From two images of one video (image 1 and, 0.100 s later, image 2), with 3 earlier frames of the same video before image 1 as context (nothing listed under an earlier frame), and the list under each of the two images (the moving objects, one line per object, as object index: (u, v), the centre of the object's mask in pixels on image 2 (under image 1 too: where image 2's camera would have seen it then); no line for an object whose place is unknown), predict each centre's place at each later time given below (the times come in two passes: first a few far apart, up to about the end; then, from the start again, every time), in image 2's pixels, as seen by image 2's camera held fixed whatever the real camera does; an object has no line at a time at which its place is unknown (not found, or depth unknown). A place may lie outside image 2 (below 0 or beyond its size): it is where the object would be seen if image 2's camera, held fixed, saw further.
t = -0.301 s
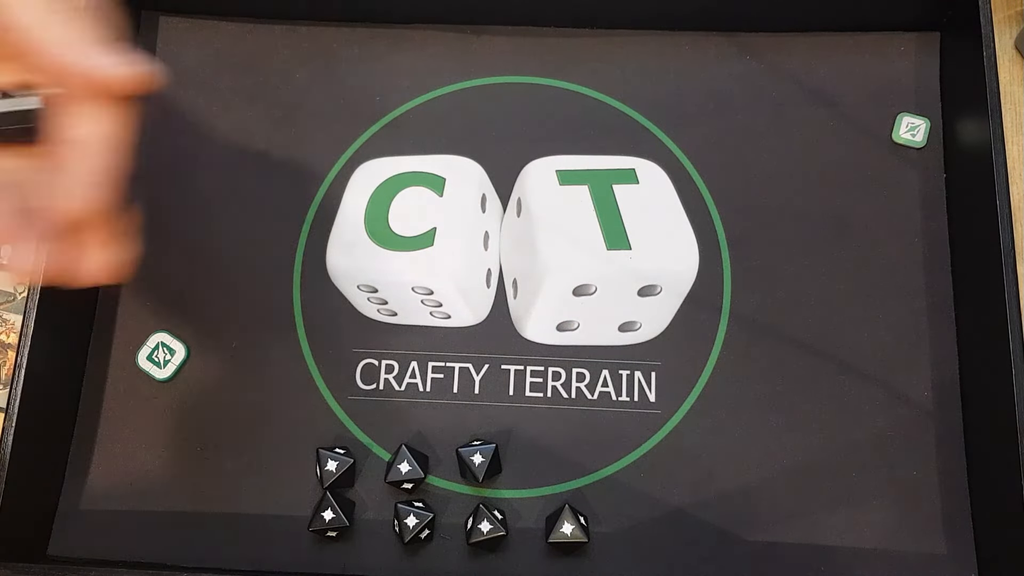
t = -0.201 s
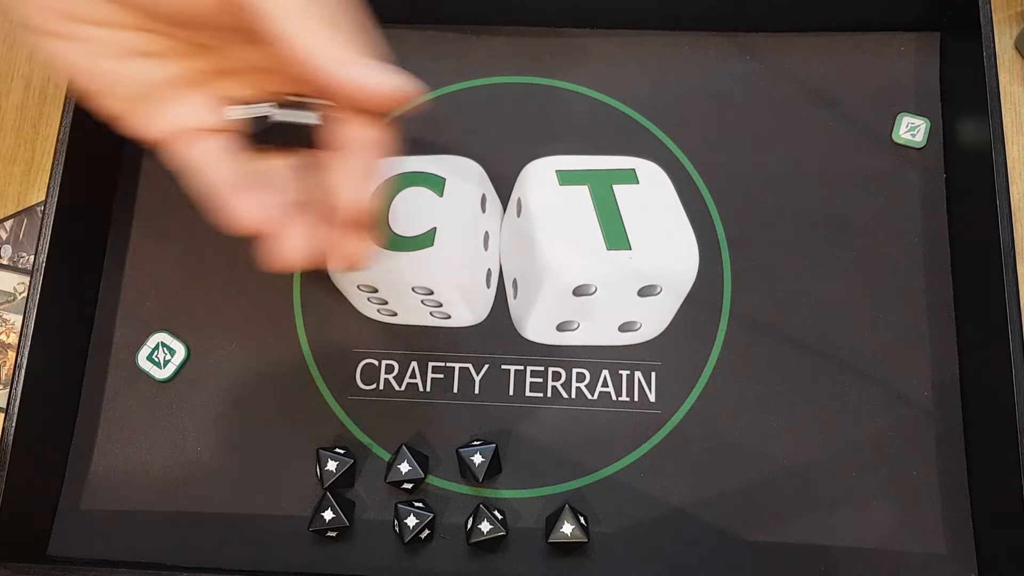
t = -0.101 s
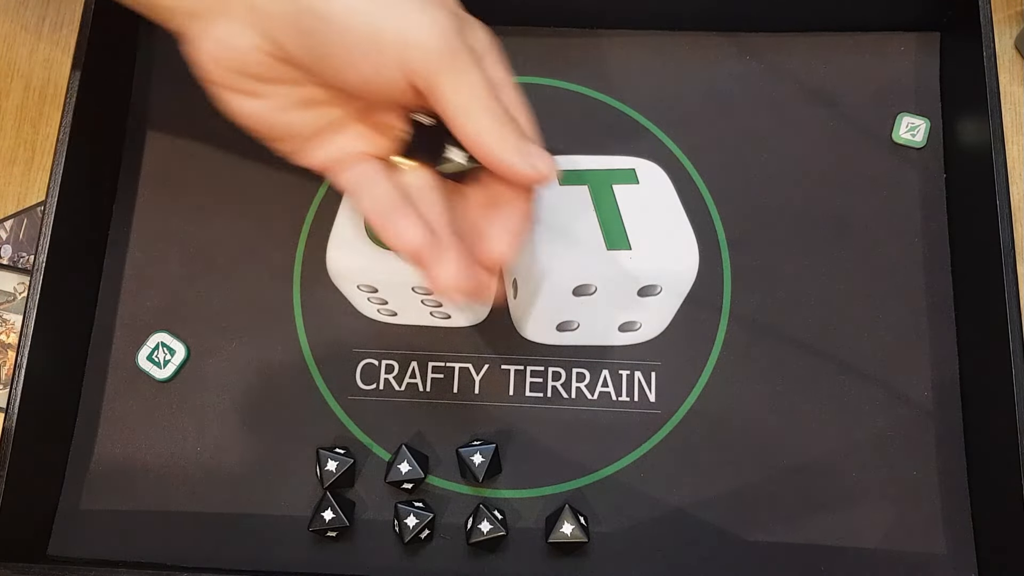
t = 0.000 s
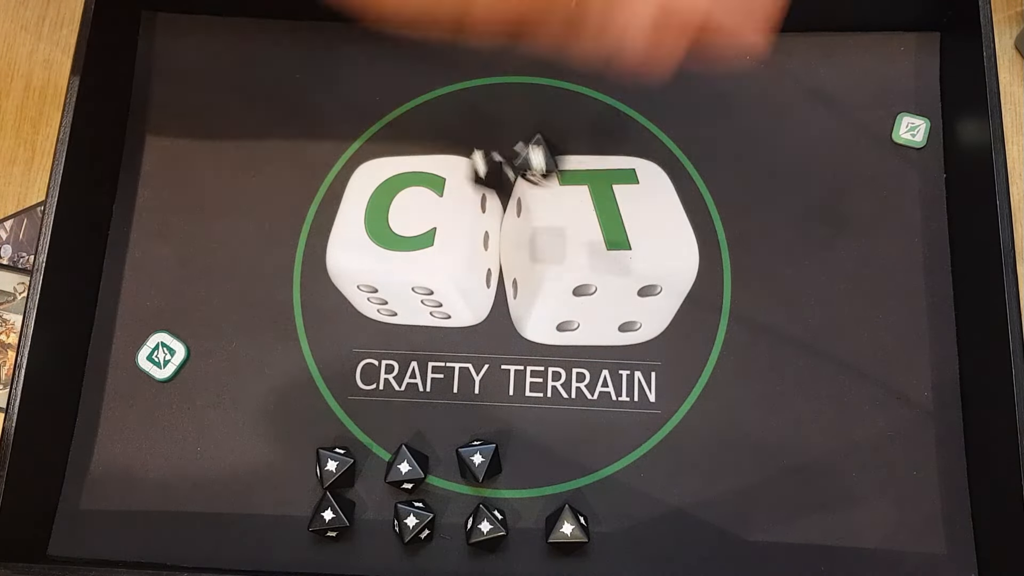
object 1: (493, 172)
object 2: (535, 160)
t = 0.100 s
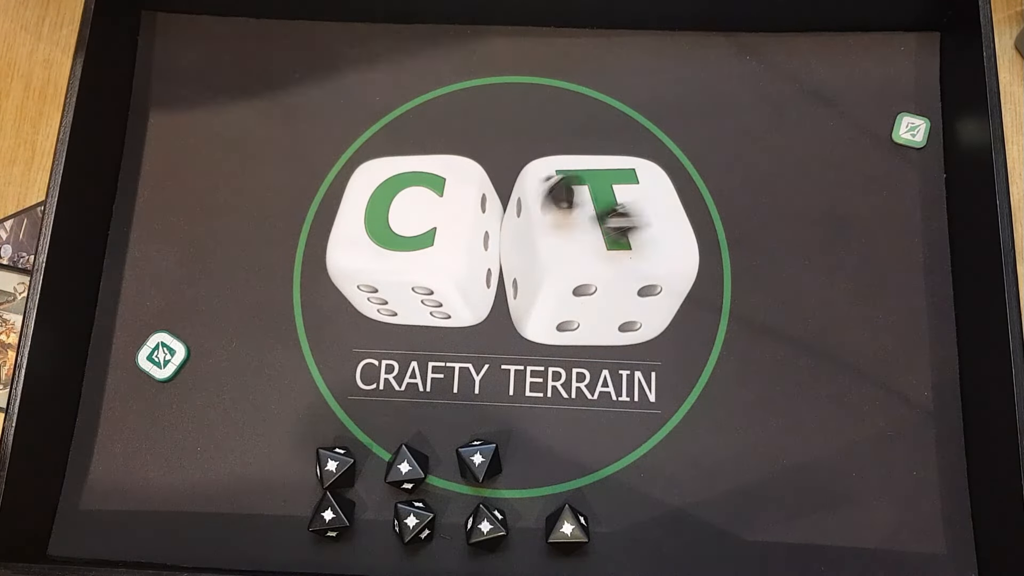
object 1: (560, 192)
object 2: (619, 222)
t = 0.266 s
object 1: (657, 131)
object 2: (777, 285)
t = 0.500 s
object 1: (685, 123)
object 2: (866, 323)
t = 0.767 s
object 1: (685, 123)
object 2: (866, 323)
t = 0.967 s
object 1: (685, 123)
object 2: (866, 323)
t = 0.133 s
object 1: (586, 179)
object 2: (658, 222)
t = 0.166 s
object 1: (606, 159)
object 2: (695, 235)
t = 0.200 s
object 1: (626, 141)
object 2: (732, 257)
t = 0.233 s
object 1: (641, 137)
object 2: (752, 272)
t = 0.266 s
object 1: (657, 131)
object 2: (777, 285)
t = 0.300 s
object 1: (670, 125)
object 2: (796, 294)
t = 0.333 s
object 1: (679, 122)
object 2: (812, 305)
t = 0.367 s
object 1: (684, 122)
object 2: (831, 306)
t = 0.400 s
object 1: (685, 123)
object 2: (843, 311)
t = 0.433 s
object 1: (685, 123)
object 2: (857, 315)
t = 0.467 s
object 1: (685, 123)
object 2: (864, 320)
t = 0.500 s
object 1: (685, 123)
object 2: (866, 323)
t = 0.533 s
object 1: (685, 123)
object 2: (866, 323)
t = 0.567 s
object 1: (685, 123)
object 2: (866, 323)
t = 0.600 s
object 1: (685, 123)
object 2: (866, 323)
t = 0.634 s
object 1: (685, 123)
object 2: (866, 323)
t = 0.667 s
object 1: (685, 123)
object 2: (866, 323)
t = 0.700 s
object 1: (685, 123)
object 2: (866, 323)
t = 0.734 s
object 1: (685, 123)
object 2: (866, 323)
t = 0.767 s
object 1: (685, 123)
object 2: (866, 323)
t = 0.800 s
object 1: (685, 123)
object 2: (866, 323)
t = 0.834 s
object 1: (685, 123)
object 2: (866, 323)
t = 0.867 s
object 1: (685, 123)
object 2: (866, 323)
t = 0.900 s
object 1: (685, 123)
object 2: (866, 323)
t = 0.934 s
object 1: (685, 123)
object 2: (866, 323)
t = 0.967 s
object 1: (685, 123)
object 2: (866, 323)
